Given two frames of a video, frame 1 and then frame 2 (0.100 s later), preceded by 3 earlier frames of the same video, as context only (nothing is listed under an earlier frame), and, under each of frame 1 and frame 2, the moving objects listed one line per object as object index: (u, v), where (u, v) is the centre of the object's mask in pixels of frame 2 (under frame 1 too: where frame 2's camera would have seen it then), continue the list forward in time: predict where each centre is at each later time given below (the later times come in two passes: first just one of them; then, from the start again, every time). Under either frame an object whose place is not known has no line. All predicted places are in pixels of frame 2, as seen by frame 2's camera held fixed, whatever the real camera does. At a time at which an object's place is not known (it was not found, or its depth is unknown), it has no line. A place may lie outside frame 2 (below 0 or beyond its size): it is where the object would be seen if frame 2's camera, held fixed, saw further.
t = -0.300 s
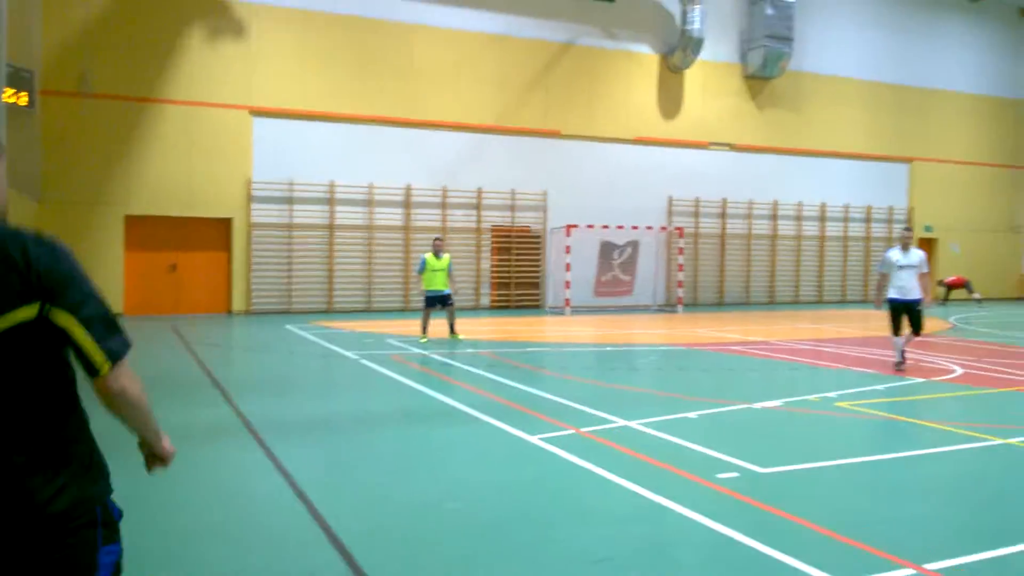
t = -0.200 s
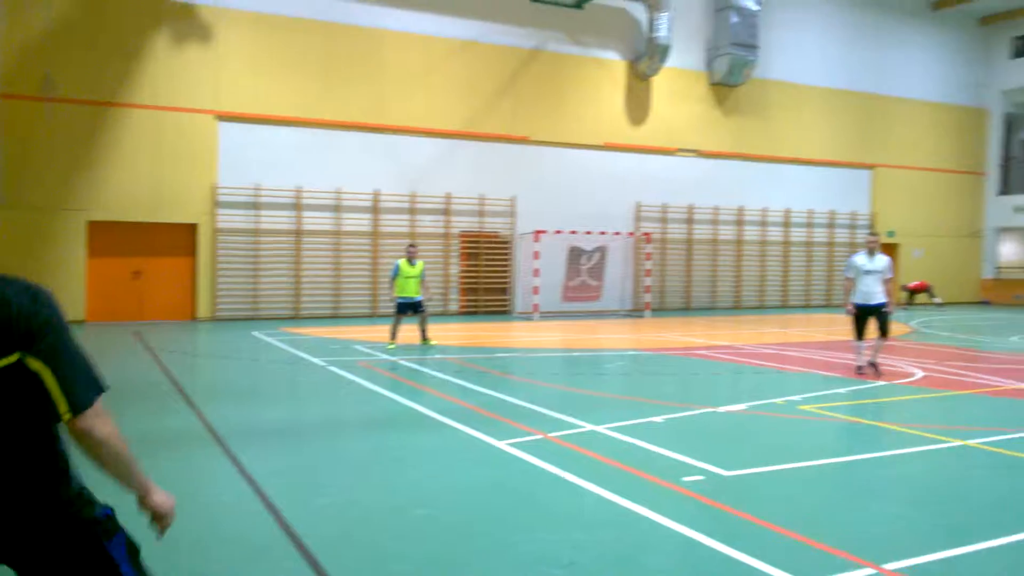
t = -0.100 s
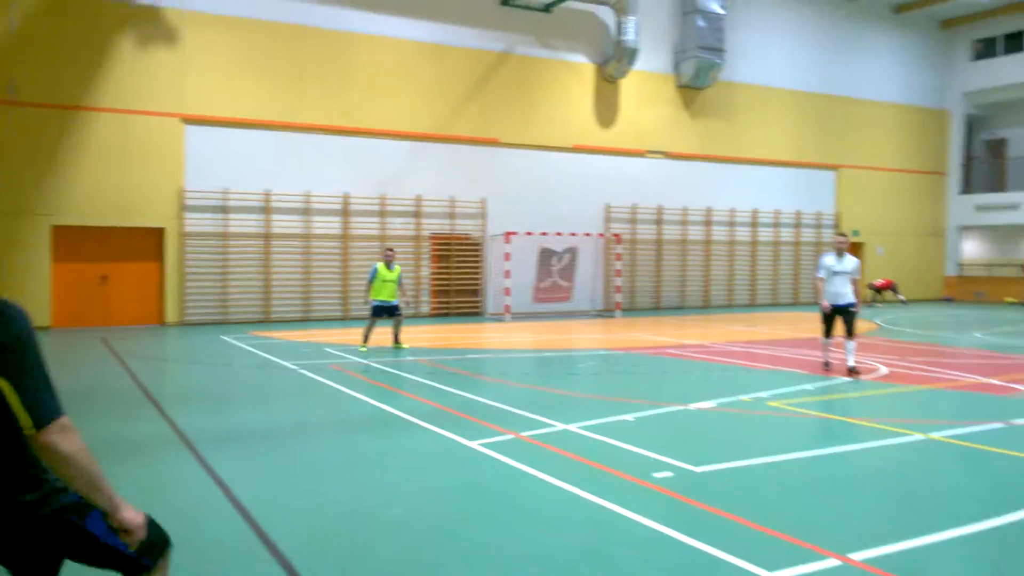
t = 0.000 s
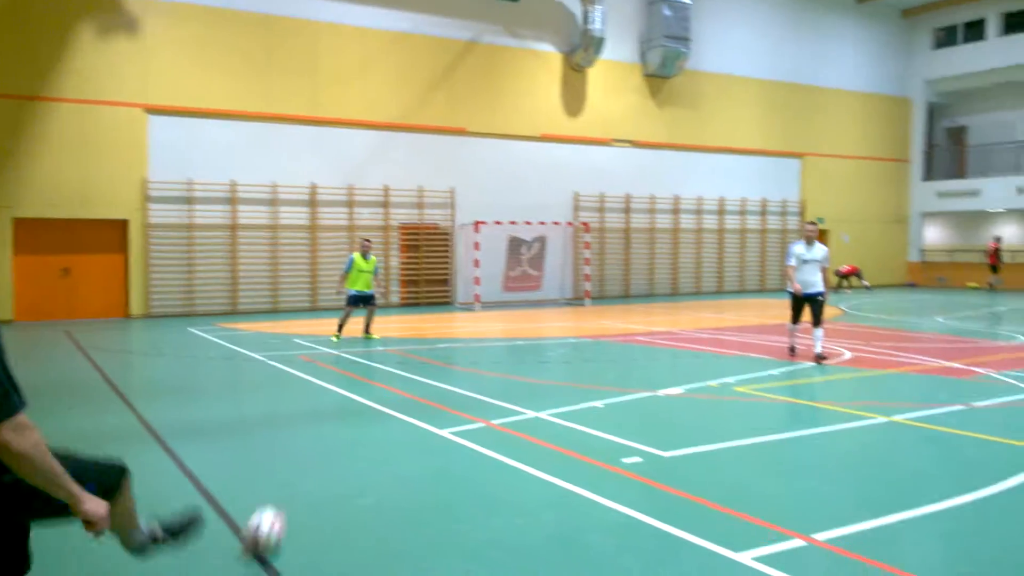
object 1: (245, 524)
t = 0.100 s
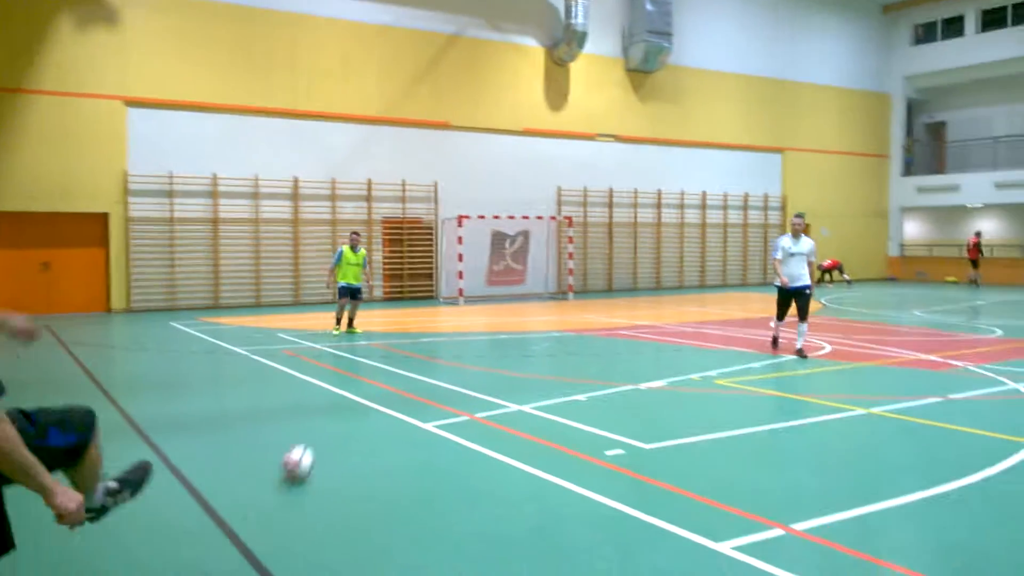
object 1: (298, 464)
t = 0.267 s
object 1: (341, 409)
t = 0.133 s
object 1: (308, 449)
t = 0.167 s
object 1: (318, 438)
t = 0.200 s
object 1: (326, 428)
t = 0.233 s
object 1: (334, 417)
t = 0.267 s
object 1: (341, 409)
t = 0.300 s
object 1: (347, 402)
